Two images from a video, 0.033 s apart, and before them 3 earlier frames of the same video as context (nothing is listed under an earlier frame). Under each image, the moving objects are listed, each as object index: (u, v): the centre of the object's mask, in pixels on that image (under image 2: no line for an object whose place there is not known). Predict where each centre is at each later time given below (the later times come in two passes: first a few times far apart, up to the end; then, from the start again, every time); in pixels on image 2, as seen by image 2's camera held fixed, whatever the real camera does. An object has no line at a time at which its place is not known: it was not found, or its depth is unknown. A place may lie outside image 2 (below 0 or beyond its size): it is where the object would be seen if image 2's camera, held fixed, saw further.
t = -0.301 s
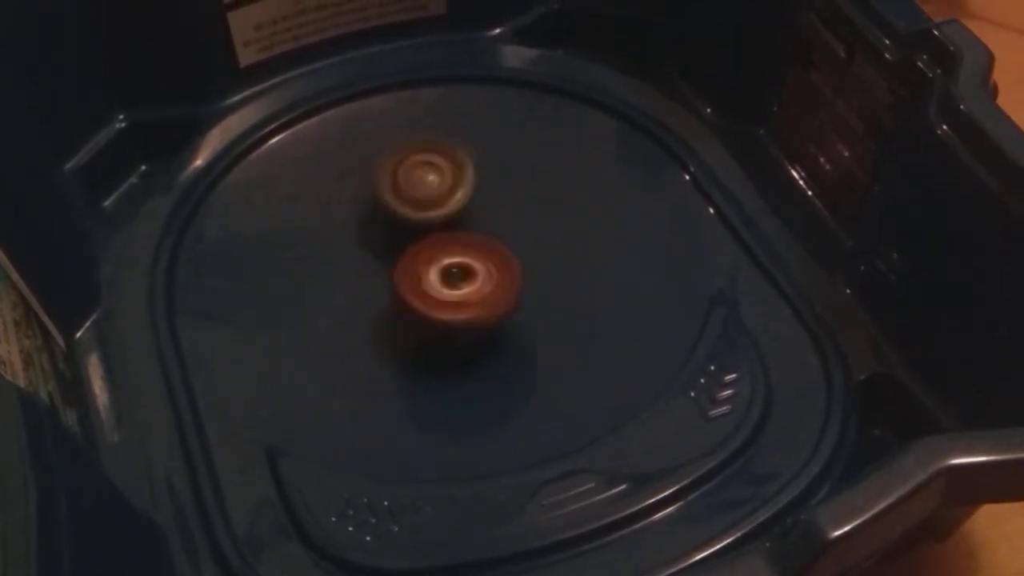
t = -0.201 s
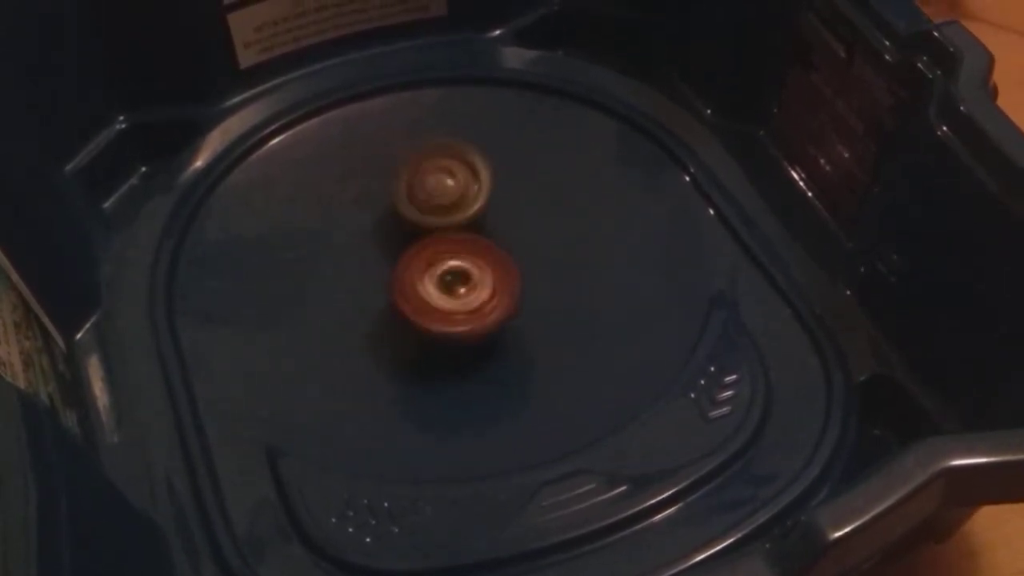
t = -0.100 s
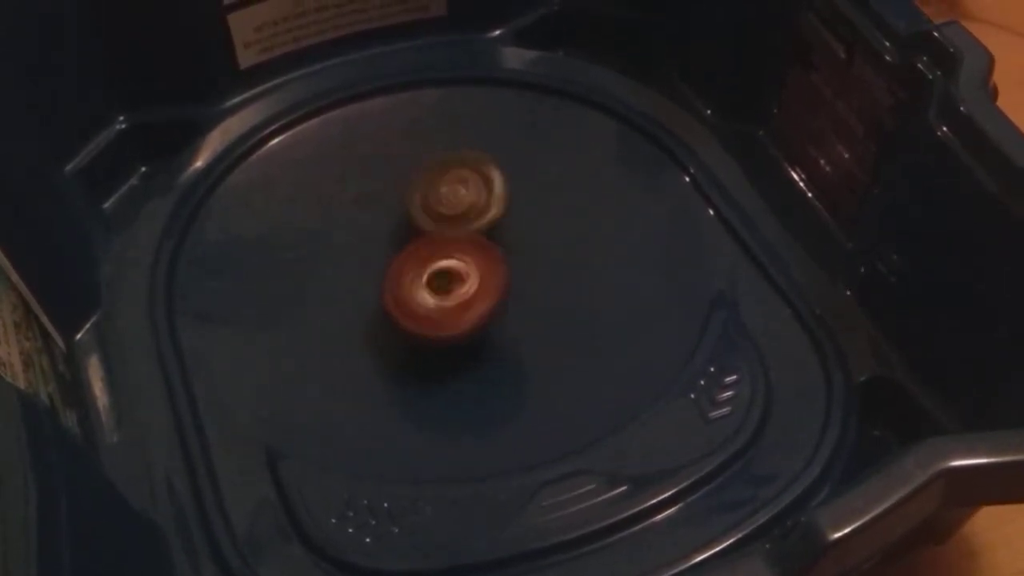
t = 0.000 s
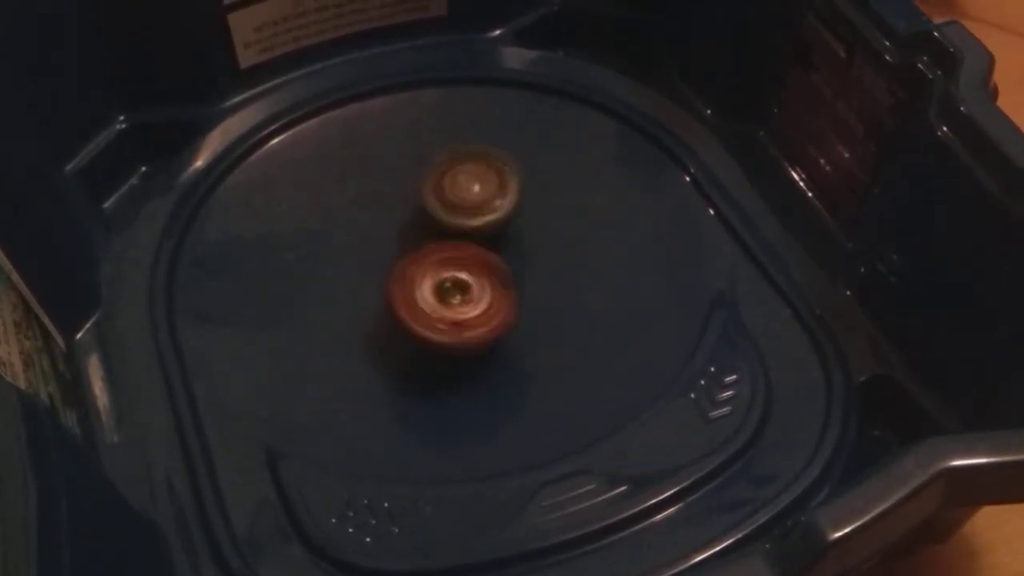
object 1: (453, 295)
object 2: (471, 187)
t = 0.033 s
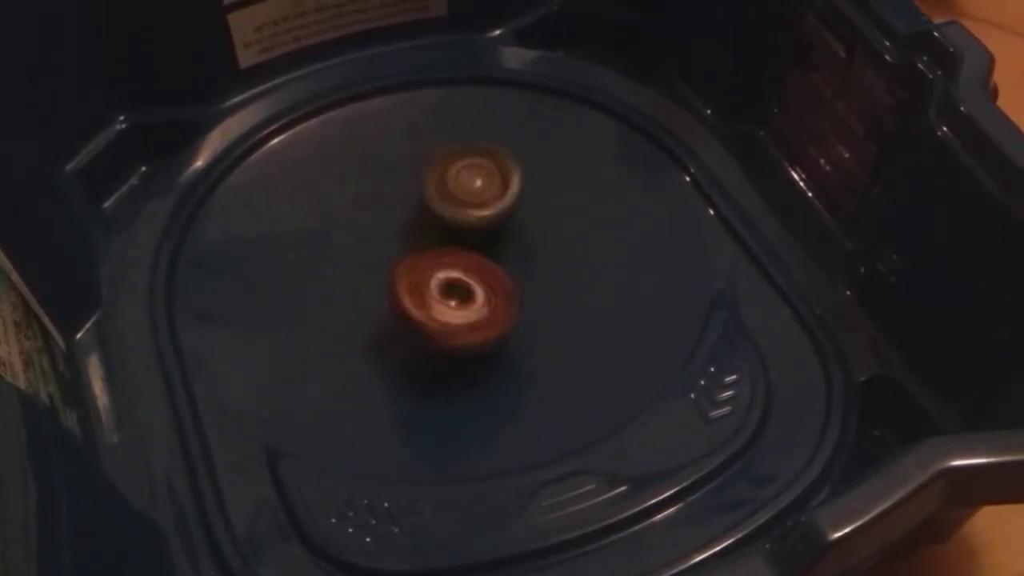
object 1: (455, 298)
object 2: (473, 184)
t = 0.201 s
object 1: (455, 299)
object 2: (473, 187)
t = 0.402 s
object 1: (455, 305)
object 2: (478, 190)
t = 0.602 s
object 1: (447, 290)
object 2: (465, 196)
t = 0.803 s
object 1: (468, 295)
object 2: (442, 210)
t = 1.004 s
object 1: (449, 300)
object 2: (458, 198)
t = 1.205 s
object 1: (442, 311)
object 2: (459, 207)
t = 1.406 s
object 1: (448, 333)
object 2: (469, 221)
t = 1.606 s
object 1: (444, 349)
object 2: (484, 213)
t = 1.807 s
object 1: (443, 351)
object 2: (480, 191)
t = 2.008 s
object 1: (442, 351)
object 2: (479, 193)
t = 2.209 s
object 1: (444, 349)
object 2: (478, 194)
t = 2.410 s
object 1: (444, 349)
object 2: (476, 194)
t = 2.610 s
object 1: (444, 349)
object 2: (477, 193)
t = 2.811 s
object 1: (443, 349)
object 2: (478, 191)
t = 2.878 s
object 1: (443, 349)
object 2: (477, 192)
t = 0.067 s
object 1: (450, 301)
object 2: (474, 180)
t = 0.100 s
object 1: (449, 301)
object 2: (475, 181)
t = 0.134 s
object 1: (448, 300)
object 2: (474, 179)
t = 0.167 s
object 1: (450, 302)
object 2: (476, 182)
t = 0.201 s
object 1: (455, 299)
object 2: (473, 187)
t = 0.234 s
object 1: (464, 296)
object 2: (473, 187)
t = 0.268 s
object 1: (466, 291)
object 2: (475, 191)
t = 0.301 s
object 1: (456, 290)
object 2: (472, 197)
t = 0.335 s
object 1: (451, 291)
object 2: (473, 193)
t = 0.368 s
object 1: (452, 301)
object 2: (480, 189)
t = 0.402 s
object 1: (455, 305)
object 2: (478, 190)
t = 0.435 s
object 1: (464, 303)
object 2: (476, 189)
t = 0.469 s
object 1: (470, 298)
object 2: (478, 192)
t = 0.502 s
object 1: (471, 294)
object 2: (472, 197)
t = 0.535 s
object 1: (464, 291)
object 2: (463, 216)
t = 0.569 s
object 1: (452, 290)
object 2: (466, 193)
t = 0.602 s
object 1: (447, 290)
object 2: (465, 196)
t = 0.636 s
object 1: (445, 293)
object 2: (462, 199)
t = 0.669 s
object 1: (445, 300)
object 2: (462, 221)
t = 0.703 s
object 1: (452, 303)
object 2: (464, 224)
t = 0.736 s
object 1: (461, 299)
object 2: (458, 217)
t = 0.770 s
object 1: (464, 295)
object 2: (443, 217)
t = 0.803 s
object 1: (468, 295)
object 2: (442, 210)
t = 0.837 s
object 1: (466, 299)
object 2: (443, 209)
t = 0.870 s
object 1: (459, 303)
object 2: (445, 207)
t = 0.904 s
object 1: (457, 302)
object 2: (456, 204)
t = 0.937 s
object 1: (455, 298)
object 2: (455, 201)
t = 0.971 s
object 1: (450, 298)
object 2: (456, 199)
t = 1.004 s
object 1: (449, 300)
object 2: (458, 198)
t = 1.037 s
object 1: (445, 298)
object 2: (458, 194)
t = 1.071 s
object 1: (441, 300)
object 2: (460, 194)
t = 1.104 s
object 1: (440, 304)
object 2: (482, 196)
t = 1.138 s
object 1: (439, 306)
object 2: (460, 201)
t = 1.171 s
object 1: (440, 310)
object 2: (457, 204)
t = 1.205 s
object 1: (442, 311)
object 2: (459, 207)
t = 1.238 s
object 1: (445, 313)
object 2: (459, 215)
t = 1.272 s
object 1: (447, 314)
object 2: (463, 217)
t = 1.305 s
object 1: (449, 316)
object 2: (460, 225)
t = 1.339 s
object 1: (449, 317)
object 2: (461, 226)
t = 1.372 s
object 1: (449, 324)
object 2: (464, 212)
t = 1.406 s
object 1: (448, 333)
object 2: (469, 221)
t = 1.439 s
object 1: (442, 340)
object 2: (474, 208)
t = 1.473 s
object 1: (438, 345)
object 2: (474, 212)
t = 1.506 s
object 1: (437, 348)
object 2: (480, 208)
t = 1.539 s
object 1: (440, 350)
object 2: (482, 210)
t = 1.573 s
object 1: (441, 349)
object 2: (484, 211)
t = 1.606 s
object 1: (444, 349)
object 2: (484, 213)
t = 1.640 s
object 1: (445, 349)
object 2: (483, 213)
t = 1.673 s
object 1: (443, 352)
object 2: (472, 192)
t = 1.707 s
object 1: (443, 351)
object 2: (475, 192)
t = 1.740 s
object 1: (444, 350)
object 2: (476, 194)
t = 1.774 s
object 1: (443, 350)
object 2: (480, 191)
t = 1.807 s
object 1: (443, 351)
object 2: (480, 191)
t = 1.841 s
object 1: (443, 351)
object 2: (479, 193)
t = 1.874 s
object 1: (443, 351)
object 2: (477, 192)
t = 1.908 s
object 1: (443, 351)
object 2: (476, 192)
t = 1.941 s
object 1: (443, 351)
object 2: (476, 192)
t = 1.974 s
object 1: (442, 351)
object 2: (478, 192)
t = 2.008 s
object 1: (442, 351)
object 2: (479, 193)
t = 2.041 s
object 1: (443, 351)
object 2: (478, 193)
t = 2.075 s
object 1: (443, 351)
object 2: (477, 192)
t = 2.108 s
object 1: (444, 348)
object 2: (477, 194)
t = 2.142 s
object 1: (444, 349)
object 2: (478, 194)
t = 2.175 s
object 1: (444, 349)
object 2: (478, 194)
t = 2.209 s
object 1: (444, 349)
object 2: (478, 194)
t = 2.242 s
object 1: (444, 348)
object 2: (479, 195)
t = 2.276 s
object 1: (444, 349)
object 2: (475, 194)
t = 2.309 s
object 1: (444, 349)
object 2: (477, 194)
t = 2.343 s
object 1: (444, 349)
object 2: (476, 194)
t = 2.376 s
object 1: (443, 349)
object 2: (476, 194)
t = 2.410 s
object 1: (444, 349)
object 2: (476, 194)
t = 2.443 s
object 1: (444, 349)
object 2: (476, 194)
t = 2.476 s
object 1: (444, 349)
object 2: (476, 194)
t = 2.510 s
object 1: (444, 349)
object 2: (477, 194)
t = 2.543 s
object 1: (444, 349)
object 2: (477, 193)
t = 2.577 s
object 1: (444, 349)
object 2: (477, 194)
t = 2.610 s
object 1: (444, 349)
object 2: (477, 193)
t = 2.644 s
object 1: (444, 349)
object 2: (477, 193)
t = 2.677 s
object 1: (444, 349)
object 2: (477, 194)
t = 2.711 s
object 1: (444, 349)
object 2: (476, 194)
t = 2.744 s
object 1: (444, 349)
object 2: (476, 194)
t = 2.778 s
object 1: (444, 349)
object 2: (477, 192)
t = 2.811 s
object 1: (443, 349)
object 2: (478, 191)
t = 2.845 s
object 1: (443, 349)
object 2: (475, 192)
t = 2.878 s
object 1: (443, 349)
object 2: (477, 192)
